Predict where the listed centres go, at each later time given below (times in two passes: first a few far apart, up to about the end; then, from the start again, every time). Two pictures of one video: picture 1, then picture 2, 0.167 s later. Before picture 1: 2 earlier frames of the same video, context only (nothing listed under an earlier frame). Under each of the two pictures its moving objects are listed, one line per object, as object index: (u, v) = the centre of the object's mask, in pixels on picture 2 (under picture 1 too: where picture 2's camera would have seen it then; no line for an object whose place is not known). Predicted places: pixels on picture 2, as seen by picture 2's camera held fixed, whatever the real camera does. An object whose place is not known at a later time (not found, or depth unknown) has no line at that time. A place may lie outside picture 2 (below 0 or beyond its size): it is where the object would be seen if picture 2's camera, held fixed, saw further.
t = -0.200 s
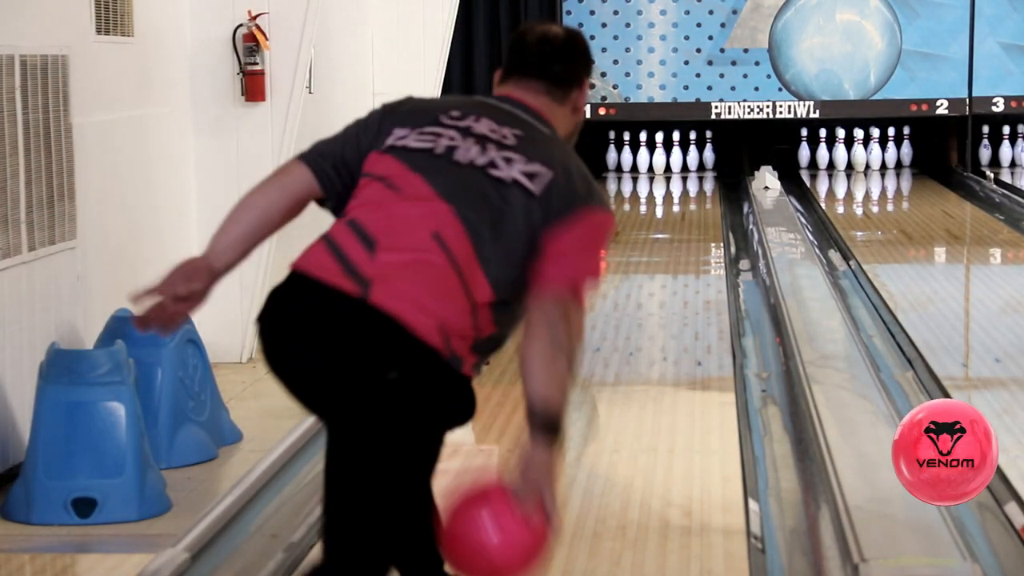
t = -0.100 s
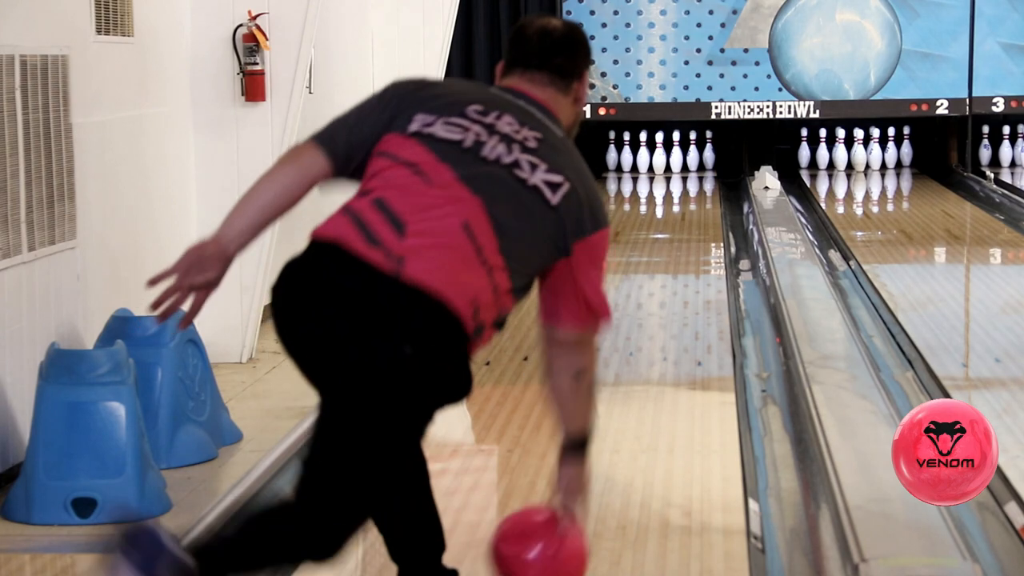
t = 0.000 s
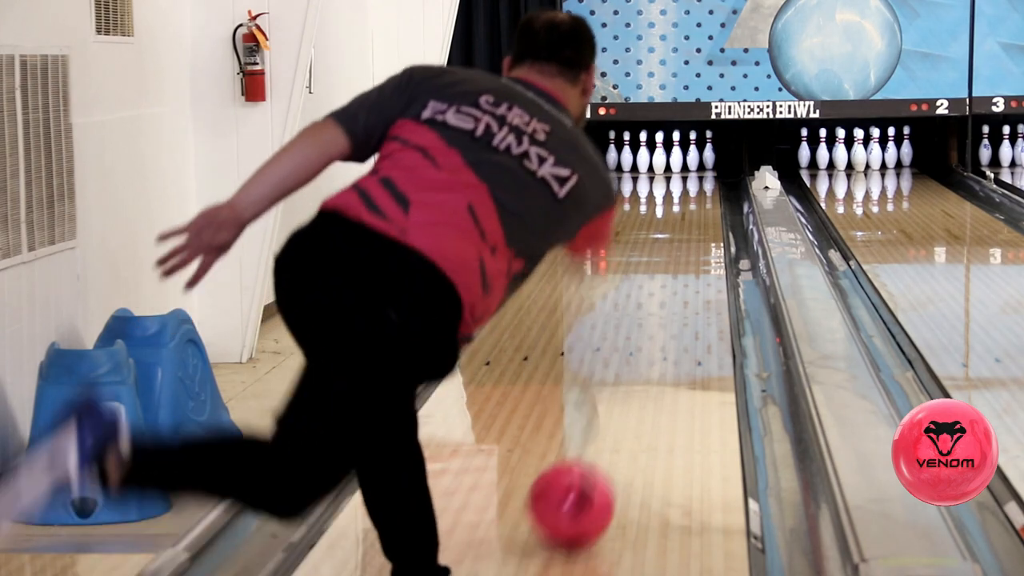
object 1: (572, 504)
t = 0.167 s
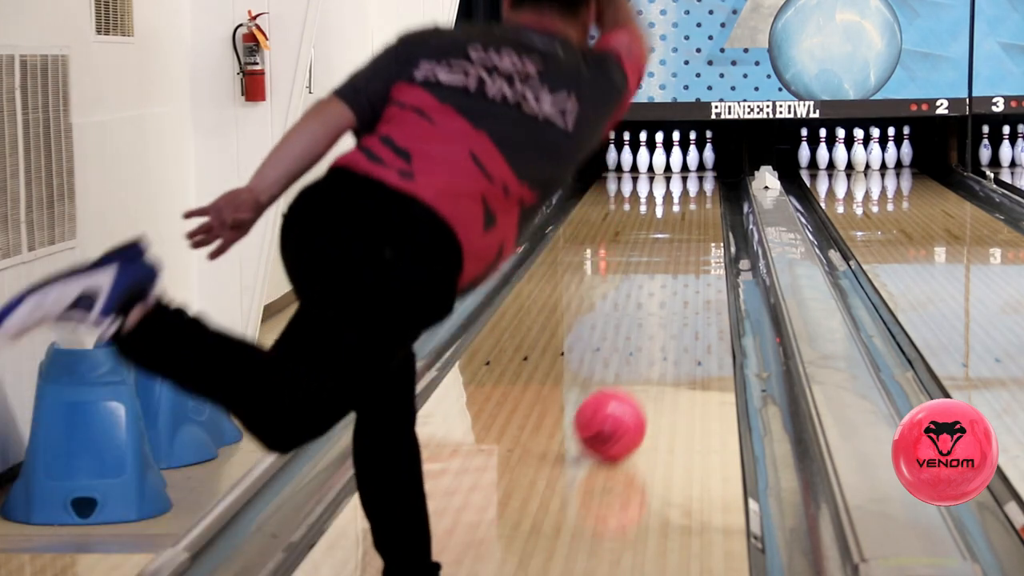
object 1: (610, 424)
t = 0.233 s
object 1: (623, 399)
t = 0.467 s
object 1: (654, 334)
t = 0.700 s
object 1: (674, 288)
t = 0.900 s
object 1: (686, 260)
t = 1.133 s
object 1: (695, 234)
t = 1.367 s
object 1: (700, 213)
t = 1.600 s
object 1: (700, 197)
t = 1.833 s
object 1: (696, 185)
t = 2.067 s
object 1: (687, 175)
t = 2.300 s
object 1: (676, 167)
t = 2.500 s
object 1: (675, 161)
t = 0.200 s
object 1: (617, 411)
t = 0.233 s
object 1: (623, 399)
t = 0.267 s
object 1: (628, 388)
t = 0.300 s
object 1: (633, 377)
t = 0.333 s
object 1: (638, 368)
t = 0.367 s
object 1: (642, 359)
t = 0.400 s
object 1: (646, 350)
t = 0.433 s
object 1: (650, 342)
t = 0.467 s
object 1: (654, 334)
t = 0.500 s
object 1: (657, 326)
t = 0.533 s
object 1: (660, 319)
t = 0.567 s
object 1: (663, 312)
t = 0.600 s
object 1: (666, 306)
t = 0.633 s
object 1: (669, 300)
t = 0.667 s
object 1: (672, 294)
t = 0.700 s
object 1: (674, 288)
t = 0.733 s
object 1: (677, 283)
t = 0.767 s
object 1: (679, 278)
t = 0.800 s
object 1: (681, 272)
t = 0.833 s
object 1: (683, 268)
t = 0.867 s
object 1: (685, 263)
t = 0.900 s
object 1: (686, 260)
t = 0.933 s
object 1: (688, 256)
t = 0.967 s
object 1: (690, 252)
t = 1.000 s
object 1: (691, 248)
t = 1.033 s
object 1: (692, 244)
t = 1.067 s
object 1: (693, 241)
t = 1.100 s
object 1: (694, 238)
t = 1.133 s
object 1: (695, 234)
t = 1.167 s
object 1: (696, 231)
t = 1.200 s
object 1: (697, 228)
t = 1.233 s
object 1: (698, 224)
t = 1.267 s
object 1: (698, 222)
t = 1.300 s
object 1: (699, 219)
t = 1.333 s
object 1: (700, 216)
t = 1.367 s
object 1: (700, 213)
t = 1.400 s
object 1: (700, 211)
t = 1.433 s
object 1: (700, 209)
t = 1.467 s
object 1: (700, 206)
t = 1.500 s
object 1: (701, 204)
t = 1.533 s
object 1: (701, 202)
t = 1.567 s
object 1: (700, 200)
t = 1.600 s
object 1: (700, 197)
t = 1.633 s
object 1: (700, 195)
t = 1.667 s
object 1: (699, 194)
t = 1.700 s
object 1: (699, 192)
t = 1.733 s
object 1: (698, 190)
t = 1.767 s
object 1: (698, 188)
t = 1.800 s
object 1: (697, 187)
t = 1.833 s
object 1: (696, 185)
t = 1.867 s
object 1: (695, 184)
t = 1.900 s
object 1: (694, 182)
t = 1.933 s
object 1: (693, 181)
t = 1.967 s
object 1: (691, 179)
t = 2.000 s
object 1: (690, 177)
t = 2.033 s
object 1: (689, 176)
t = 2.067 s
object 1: (687, 175)
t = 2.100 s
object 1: (686, 173)
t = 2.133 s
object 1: (684, 172)
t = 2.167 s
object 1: (682, 171)
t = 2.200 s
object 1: (680, 170)
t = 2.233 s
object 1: (679, 169)
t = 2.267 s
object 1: (677, 168)
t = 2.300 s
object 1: (676, 167)
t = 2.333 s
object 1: (674, 166)
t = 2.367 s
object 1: (672, 164)
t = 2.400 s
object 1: (671, 163)
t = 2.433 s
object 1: (672, 162)
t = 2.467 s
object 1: (674, 162)
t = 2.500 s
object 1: (675, 161)
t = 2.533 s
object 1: (676, 160)
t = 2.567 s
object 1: (676, 160)
